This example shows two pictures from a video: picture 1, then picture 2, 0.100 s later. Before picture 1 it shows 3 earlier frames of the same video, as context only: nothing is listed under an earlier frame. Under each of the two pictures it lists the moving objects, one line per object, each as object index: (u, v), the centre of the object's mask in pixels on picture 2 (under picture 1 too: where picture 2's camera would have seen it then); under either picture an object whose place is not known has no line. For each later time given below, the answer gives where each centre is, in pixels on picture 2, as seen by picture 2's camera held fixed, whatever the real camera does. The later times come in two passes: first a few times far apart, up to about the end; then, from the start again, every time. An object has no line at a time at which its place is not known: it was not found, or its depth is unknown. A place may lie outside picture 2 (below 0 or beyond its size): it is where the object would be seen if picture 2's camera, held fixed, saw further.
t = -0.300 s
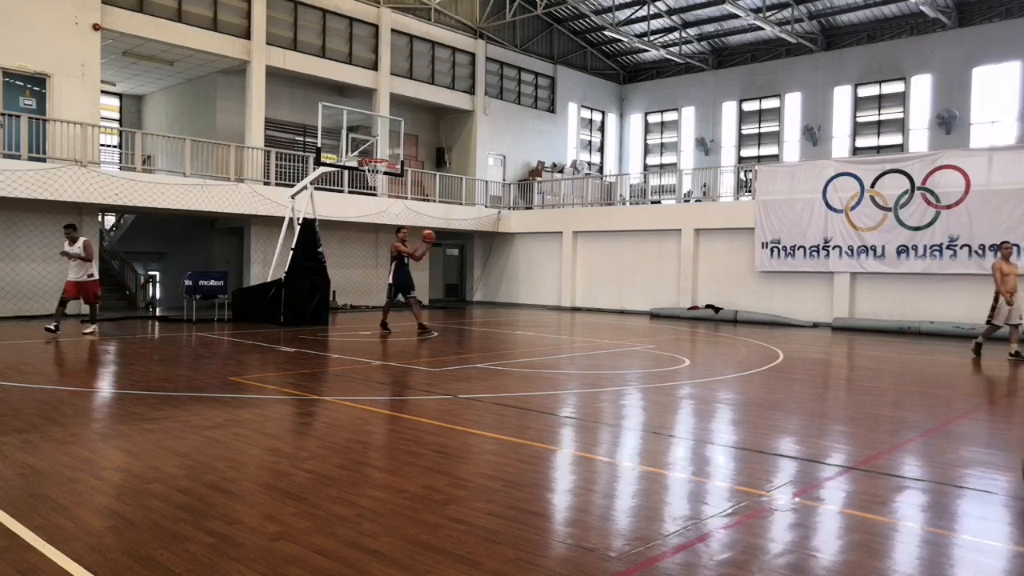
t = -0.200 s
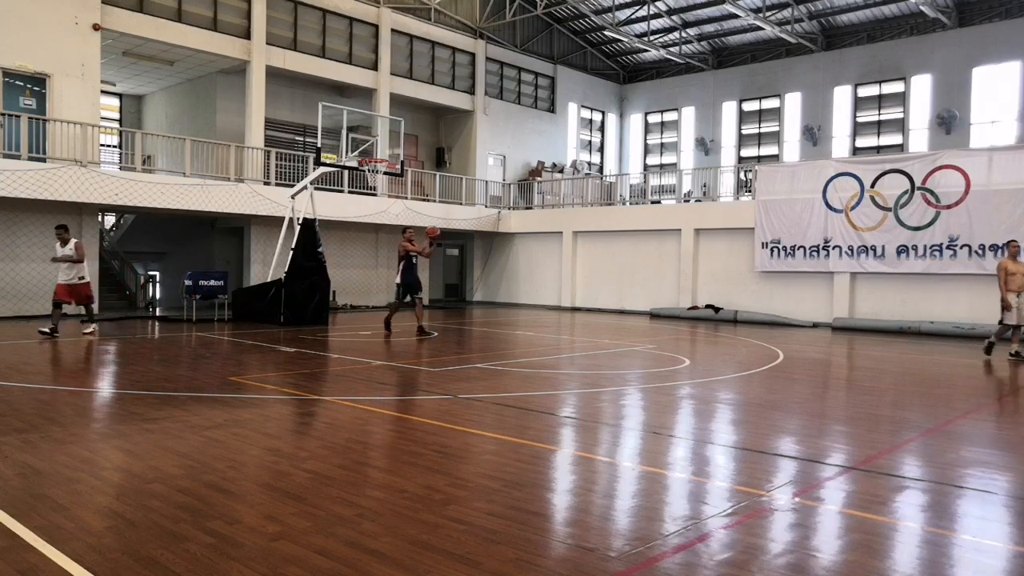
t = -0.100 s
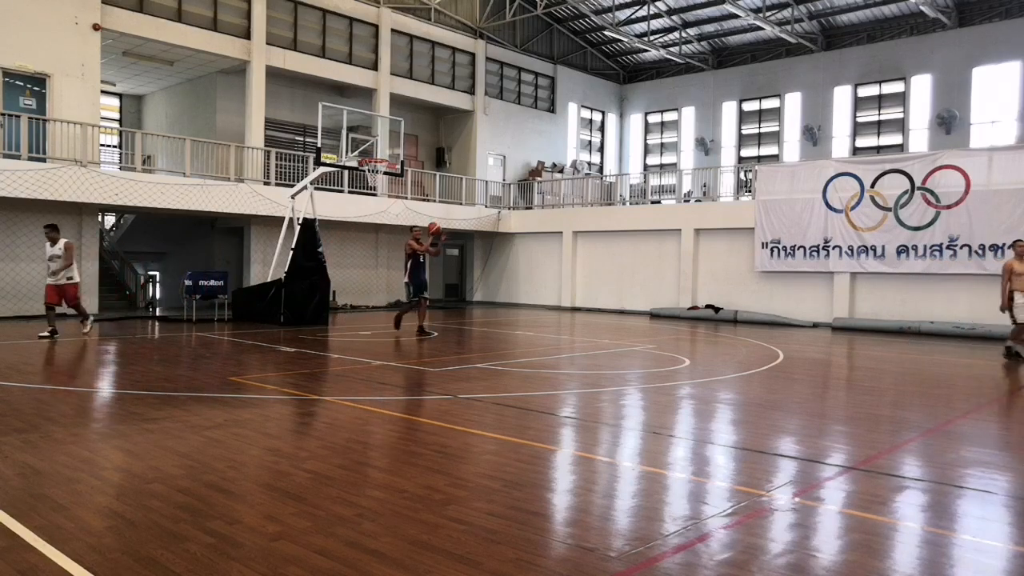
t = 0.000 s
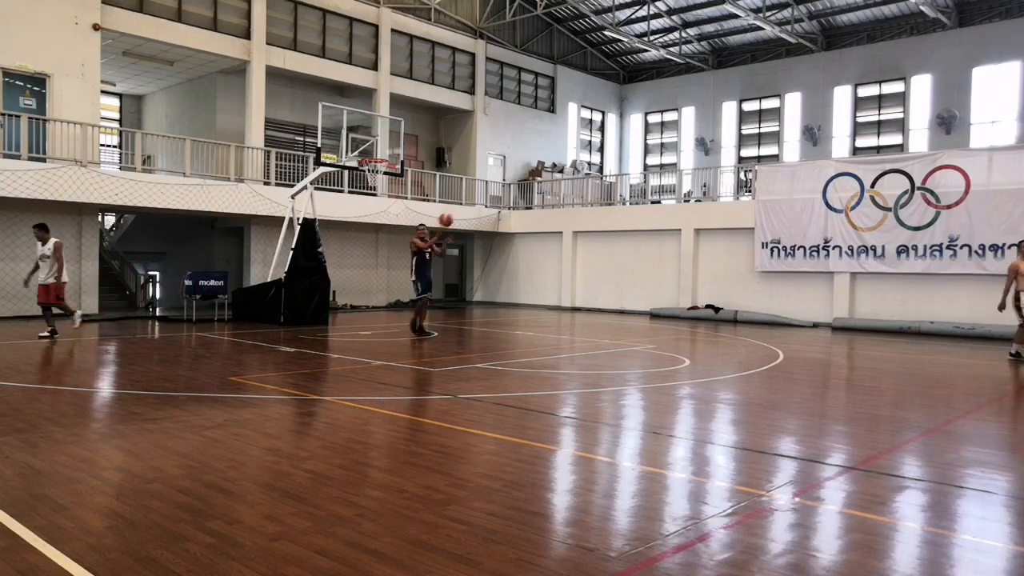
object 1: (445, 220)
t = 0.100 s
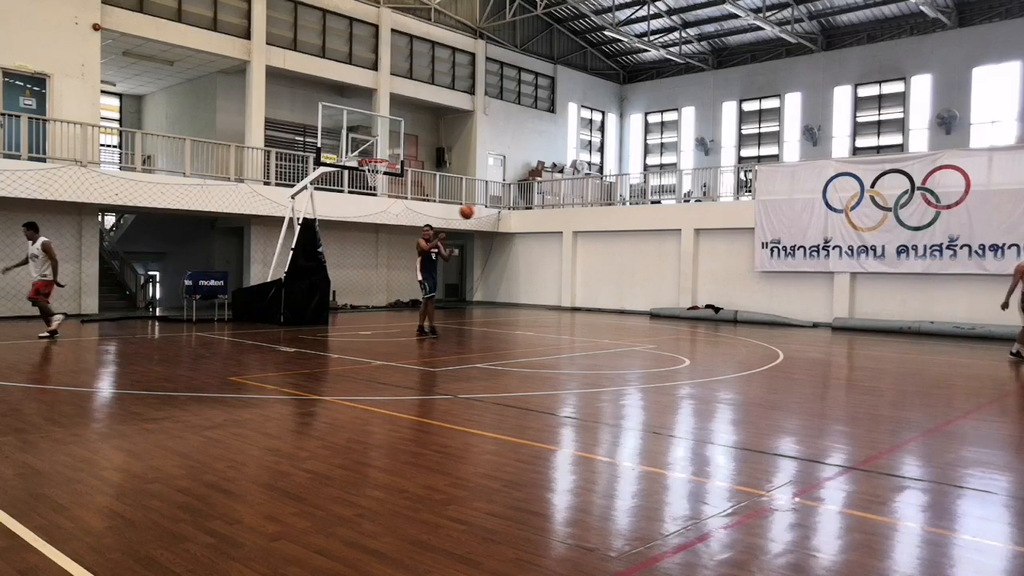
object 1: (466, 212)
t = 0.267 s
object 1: (506, 211)
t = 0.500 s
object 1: (573, 247)
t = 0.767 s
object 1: (677, 365)
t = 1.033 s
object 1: (747, 284)
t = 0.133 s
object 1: (474, 211)
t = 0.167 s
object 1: (481, 210)
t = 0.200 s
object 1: (489, 210)
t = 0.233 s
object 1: (497, 210)
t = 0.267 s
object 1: (506, 211)
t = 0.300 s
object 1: (514, 213)
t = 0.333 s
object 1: (523, 216)
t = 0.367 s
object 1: (532, 220)
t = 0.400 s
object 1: (543, 225)
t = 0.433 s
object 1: (553, 231)
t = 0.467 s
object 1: (563, 238)
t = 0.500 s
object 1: (573, 247)
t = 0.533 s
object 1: (585, 256)
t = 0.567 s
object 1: (597, 267)
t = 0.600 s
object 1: (609, 279)
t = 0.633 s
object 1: (622, 293)
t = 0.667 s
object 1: (634, 308)
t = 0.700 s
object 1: (649, 326)
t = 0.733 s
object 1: (663, 344)
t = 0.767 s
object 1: (677, 365)
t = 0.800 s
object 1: (691, 374)
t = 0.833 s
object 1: (699, 358)
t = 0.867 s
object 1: (706, 344)
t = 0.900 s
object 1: (714, 331)
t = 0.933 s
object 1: (722, 318)
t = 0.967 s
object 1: (731, 305)
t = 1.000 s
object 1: (738, 293)
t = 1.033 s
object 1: (747, 284)
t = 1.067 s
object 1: (756, 274)
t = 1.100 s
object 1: (764, 266)
